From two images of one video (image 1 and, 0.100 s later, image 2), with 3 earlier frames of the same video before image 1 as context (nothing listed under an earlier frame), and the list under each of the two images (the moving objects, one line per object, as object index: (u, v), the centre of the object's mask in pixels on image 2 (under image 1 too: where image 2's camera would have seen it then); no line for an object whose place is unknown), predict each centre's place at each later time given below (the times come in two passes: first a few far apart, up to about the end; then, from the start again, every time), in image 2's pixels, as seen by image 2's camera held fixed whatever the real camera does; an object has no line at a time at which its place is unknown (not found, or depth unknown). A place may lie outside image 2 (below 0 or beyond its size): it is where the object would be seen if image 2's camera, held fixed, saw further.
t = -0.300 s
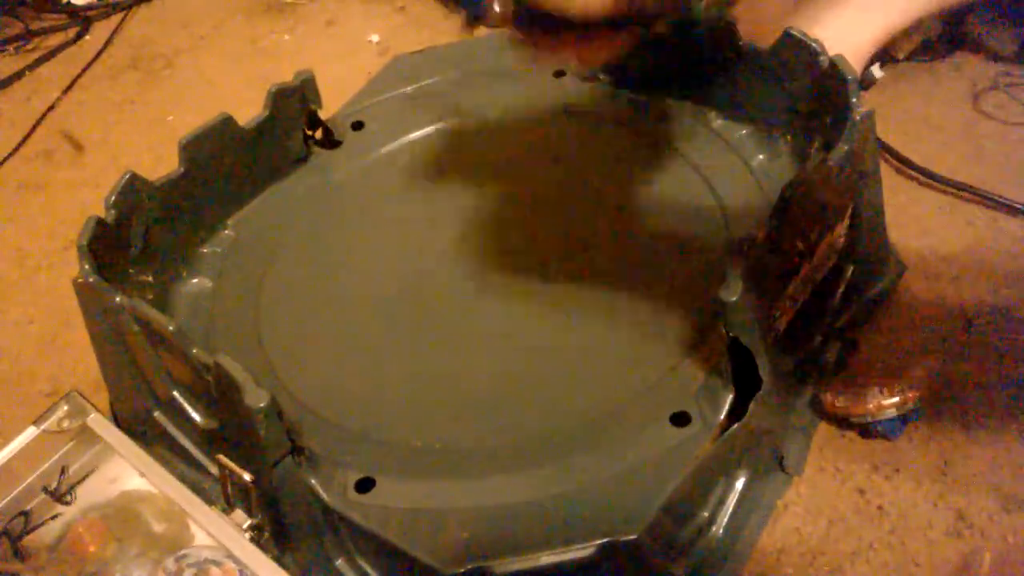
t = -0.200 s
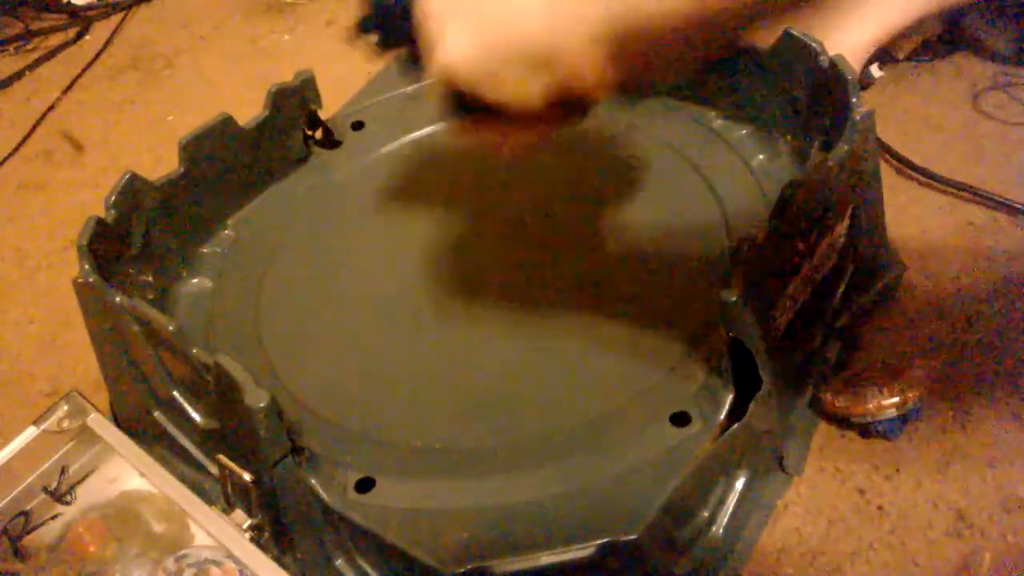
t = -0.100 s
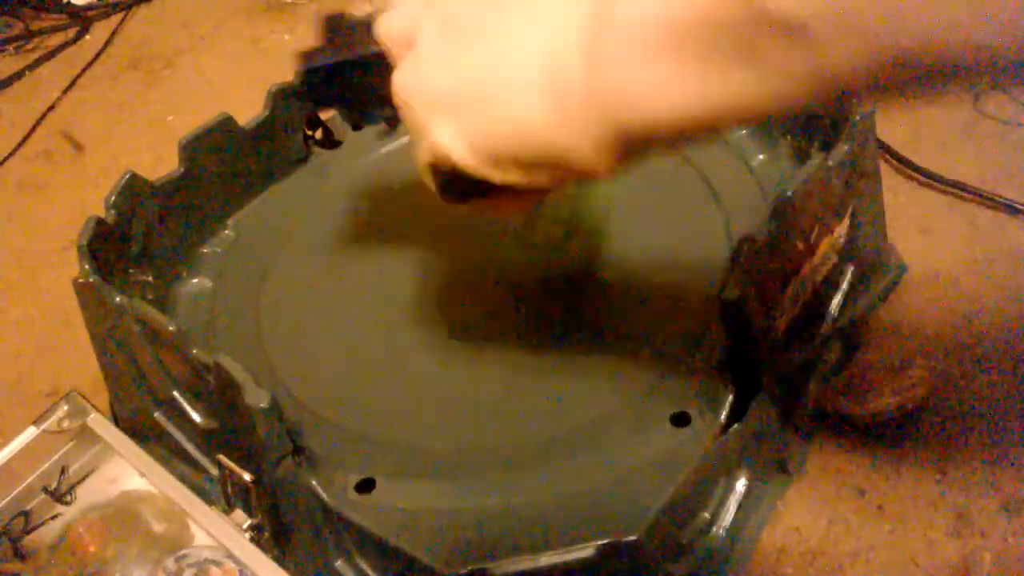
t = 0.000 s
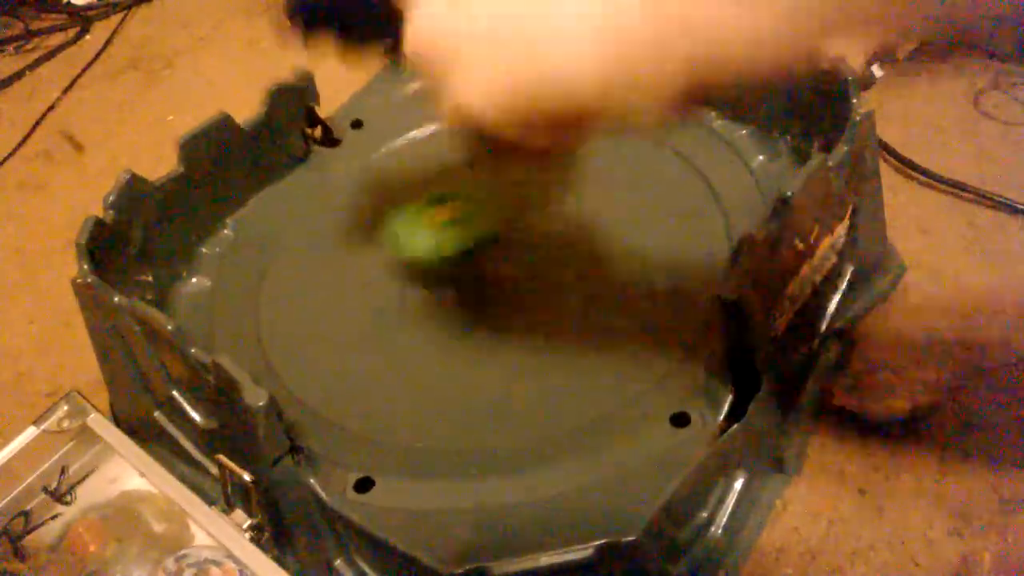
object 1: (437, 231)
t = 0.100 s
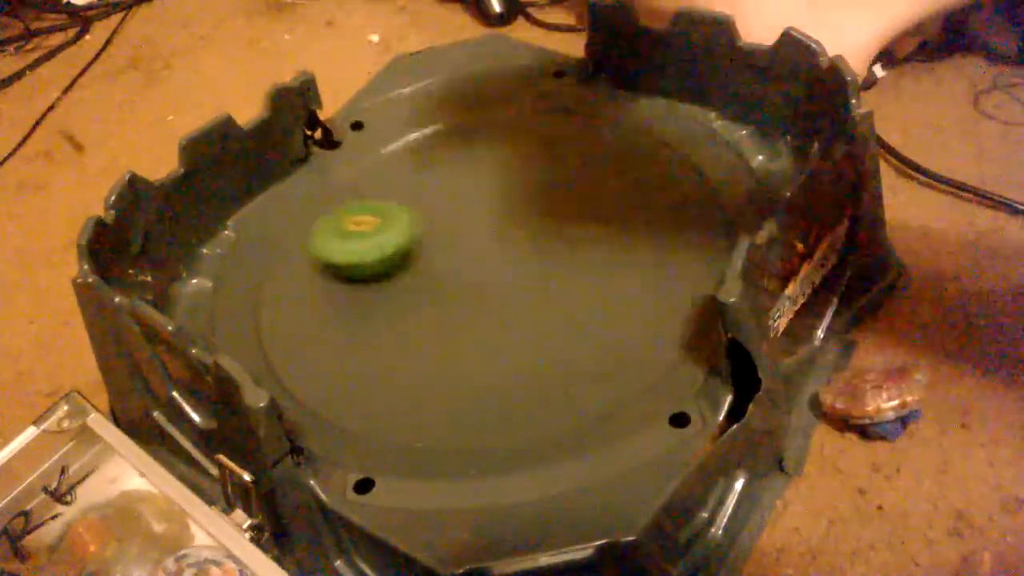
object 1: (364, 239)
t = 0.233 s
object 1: (304, 235)
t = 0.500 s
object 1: (275, 277)
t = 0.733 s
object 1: (314, 290)
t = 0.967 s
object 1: (406, 239)
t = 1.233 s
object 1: (436, 177)
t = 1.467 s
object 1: (415, 156)
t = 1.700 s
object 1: (391, 148)
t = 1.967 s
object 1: (396, 176)
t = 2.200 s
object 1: (464, 213)
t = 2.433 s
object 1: (538, 217)
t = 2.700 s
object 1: (585, 202)
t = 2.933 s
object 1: (581, 196)
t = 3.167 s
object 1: (539, 219)
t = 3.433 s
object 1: (489, 260)
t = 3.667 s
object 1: (492, 283)
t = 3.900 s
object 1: (487, 299)
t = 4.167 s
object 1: (484, 287)
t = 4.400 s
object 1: (487, 248)
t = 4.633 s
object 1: (456, 209)
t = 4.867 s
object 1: (409, 193)
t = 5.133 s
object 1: (367, 196)
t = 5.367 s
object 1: (377, 214)
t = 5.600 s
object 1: (438, 221)
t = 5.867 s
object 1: (501, 202)
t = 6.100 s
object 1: (517, 186)
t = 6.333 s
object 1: (504, 190)
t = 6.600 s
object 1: (483, 225)
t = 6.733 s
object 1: (482, 246)
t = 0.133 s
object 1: (345, 238)
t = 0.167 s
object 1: (328, 235)
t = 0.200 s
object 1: (315, 235)
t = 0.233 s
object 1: (304, 235)
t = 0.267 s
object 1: (295, 237)
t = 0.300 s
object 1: (288, 241)
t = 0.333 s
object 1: (283, 246)
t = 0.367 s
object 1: (279, 252)
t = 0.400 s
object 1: (276, 259)
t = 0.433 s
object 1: (275, 265)
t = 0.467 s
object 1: (274, 271)
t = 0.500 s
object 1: (275, 277)
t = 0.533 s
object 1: (277, 282)
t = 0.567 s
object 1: (280, 286)
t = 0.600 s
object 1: (285, 290)
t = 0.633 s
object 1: (290, 292)
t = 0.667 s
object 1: (296, 293)
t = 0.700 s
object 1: (304, 292)
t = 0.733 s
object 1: (314, 290)
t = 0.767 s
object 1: (325, 287)
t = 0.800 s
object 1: (339, 282)
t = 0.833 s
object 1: (353, 275)
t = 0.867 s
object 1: (367, 268)
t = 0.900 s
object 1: (381, 258)
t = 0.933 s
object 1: (394, 249)
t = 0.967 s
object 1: (406, 239)
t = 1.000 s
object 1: (415, 229)
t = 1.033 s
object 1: (422, 220)
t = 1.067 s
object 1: (429, 210)
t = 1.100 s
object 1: (433, 201)
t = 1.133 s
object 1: (436, 194)
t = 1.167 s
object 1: (438, 188)
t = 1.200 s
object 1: (436, 182)
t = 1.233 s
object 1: (436, 177)
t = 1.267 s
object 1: (434, 174)
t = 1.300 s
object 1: (432, 171)
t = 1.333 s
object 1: (429, 167)
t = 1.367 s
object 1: (425, 164)
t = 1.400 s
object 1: (422, 162)
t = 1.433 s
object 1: (418, 158)
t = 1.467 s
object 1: (415, 156)
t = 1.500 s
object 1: (411, 153)
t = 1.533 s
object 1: (408, 150)
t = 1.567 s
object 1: (403, 150)
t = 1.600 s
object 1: (399, 148)
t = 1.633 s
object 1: (396, 148)
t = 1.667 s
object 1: (393, 147)
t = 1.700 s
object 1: (391, 148)
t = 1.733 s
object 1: (389, 149)
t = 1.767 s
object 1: (386, 150)
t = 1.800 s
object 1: (386, 152)
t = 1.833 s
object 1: (386, 156)
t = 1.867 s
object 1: (387, 159)
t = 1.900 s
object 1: (388, 164)
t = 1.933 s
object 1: (391, 170)
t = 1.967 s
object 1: (396, 176)
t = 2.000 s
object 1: (402, 182)
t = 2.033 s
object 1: (409, 188)
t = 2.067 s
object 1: (418, 195)
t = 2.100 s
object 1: (429, 200)
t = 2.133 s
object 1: (440, 206)
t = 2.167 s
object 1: (452, 210)
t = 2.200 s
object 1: (464, 213)
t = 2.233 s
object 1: (477, 216)
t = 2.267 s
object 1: (489, 218)
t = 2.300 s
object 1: (500, 220)
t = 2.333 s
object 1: (511, 220)
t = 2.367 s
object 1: (521, 219)
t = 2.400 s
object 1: (530, 218)
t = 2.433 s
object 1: (538, 217)
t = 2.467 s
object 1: (545, 215)
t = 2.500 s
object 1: (552, 214)
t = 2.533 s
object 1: (559, 212)
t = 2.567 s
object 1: (566, 210)
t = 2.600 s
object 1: (570, 209)
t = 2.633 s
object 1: (576, 207)
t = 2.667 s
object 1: (581, 204)
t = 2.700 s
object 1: (585, 202)
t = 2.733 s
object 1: (587, 200)
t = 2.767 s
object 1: (589, 198)
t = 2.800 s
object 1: (590, 197)
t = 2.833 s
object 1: (589, 196)
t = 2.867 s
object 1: (587, 196)
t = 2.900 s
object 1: (585, 196)
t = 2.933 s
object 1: (581, 196)
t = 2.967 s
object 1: (576, 198)
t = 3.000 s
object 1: (570, 200)
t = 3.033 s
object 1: (565, 202)
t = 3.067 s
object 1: (558, 206)
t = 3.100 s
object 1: (552, 209)
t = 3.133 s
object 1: (545, 213)
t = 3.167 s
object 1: (539, 219)
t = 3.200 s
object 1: (531, 225)
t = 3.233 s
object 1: (525, 229)
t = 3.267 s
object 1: (519, 235)
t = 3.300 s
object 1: (513, 241)
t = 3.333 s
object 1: (507, 248)
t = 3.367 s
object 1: (498, 253)
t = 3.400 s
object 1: (493, 257)
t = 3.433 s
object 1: (489, 260)
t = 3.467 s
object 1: (489, 262)
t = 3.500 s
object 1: (489, 265)
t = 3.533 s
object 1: (490, 269)
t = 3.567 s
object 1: (490, 272)
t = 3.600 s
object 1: (491, 276)
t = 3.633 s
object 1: (492, 279)
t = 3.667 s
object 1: (492, 283)
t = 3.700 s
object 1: (493, 286)
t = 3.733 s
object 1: (492, 289)
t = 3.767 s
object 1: (490, 292)
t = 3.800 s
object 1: (490, 294)
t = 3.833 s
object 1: (489, 296)
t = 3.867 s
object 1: (488, 297)
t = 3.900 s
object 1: (487, 299)
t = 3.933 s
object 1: (487, 299)
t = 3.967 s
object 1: (486, 299)
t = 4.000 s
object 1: (486, 299)
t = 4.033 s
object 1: (486, 298)
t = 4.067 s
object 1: (486, 296)
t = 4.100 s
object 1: (485, 293)
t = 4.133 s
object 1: (485, 290)
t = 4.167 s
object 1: (484, 287)
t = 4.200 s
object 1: (483, 283)
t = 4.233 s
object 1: (482, 279)
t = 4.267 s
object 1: (482, 274)
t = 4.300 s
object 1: (483, 268)
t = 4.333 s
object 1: (484, 263)
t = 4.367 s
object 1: (486, 256)
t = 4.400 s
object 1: (487, 248)
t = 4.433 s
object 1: (487, 240)
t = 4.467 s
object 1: (484, 234)
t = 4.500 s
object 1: (480, 228)
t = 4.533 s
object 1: (475, 222)
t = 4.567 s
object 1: (469, 217)
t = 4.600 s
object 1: (463, 213)
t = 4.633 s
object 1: (456, 209)
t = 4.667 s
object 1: (449, 206)
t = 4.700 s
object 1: (443, 202)
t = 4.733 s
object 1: (436, 200)
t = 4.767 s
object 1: (429, 197)
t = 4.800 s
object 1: (422, 195)
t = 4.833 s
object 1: (415, 194)
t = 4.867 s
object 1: (409, 193)
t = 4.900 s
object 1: (402, 193)
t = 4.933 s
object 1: (395, 192)
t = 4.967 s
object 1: (390, 192)
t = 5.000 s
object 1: (384, 192)
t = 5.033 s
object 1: (379, 192)
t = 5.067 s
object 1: (373, 193)
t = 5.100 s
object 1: (370, 195)
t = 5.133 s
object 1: (367, 196)
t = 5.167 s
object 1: (365, 198)
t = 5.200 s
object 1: (364, 200)
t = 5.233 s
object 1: (364, 203)
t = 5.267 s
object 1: (365, 205)
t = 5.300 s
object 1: (368, 208)
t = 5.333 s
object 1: (372, 213)
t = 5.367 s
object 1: (377, 214)
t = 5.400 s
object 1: (384, 217)
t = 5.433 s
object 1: (391, 219)
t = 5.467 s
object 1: (400, 220)
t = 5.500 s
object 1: (408, 221)
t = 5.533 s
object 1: (418, 222)
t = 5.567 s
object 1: (428, 222)
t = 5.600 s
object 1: (438, 221)
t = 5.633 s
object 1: (447, 220)
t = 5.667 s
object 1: (456, 218)
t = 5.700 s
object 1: (465, 216)
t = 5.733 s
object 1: (474, 213)
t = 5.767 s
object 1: (481, 211)
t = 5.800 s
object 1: (489, 208)
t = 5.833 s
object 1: (495, 205)
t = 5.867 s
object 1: (501, 202)
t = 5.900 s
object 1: (505, 199)
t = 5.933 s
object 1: (510, 196)
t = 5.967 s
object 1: (513, 193)
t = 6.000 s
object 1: (515, 190)
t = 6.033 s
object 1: (516, 189)
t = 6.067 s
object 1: (517, 187)
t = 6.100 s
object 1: (517, 186)
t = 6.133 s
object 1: (517, 184)
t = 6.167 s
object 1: (516, 183)
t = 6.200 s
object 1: (515, 184)
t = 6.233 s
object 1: (513, 184)
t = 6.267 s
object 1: (510, 186)
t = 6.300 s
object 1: (507, 188)
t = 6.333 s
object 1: (504, 190)
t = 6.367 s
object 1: (501, 194)
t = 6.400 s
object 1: (498, 197)
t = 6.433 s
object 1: (495, 200)
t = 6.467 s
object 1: (493, 204)
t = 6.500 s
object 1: (490, 209)
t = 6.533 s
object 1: (487, 214)
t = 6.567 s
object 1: (485, 219)
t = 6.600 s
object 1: (483, 225)
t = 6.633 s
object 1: (482, 230)
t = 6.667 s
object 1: (482, 236)
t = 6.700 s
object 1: (482, 241)
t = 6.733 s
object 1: (482, 246)
